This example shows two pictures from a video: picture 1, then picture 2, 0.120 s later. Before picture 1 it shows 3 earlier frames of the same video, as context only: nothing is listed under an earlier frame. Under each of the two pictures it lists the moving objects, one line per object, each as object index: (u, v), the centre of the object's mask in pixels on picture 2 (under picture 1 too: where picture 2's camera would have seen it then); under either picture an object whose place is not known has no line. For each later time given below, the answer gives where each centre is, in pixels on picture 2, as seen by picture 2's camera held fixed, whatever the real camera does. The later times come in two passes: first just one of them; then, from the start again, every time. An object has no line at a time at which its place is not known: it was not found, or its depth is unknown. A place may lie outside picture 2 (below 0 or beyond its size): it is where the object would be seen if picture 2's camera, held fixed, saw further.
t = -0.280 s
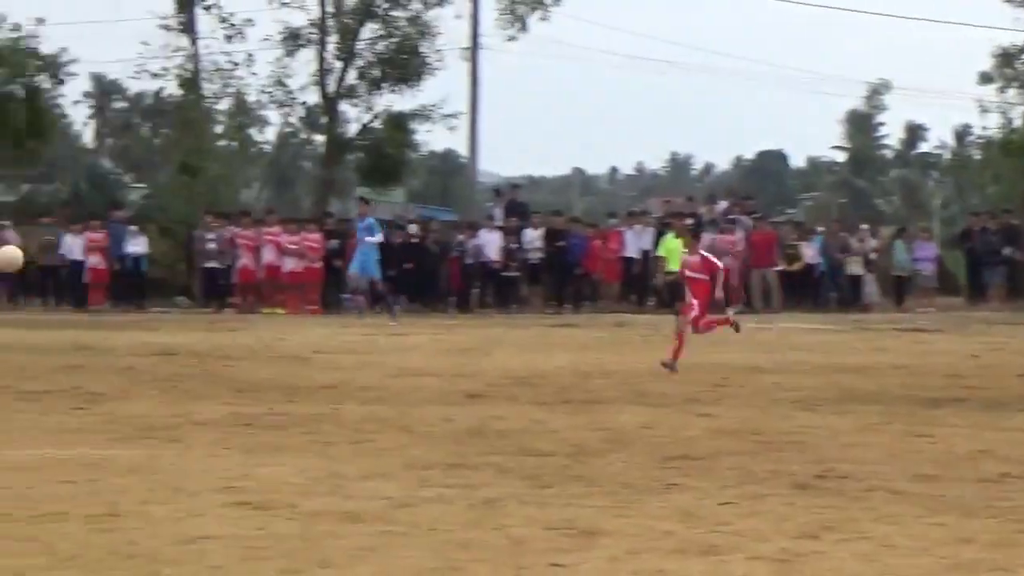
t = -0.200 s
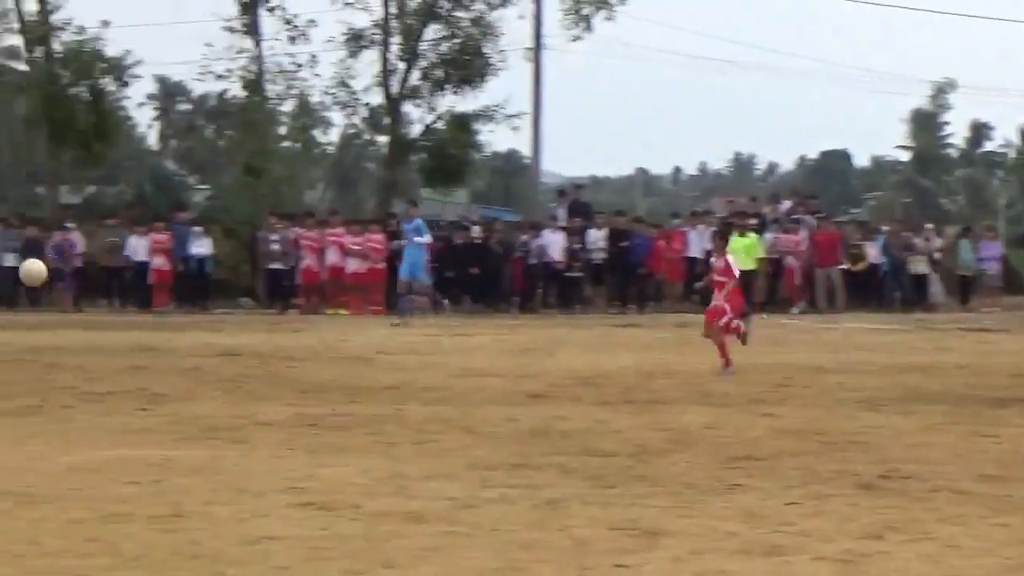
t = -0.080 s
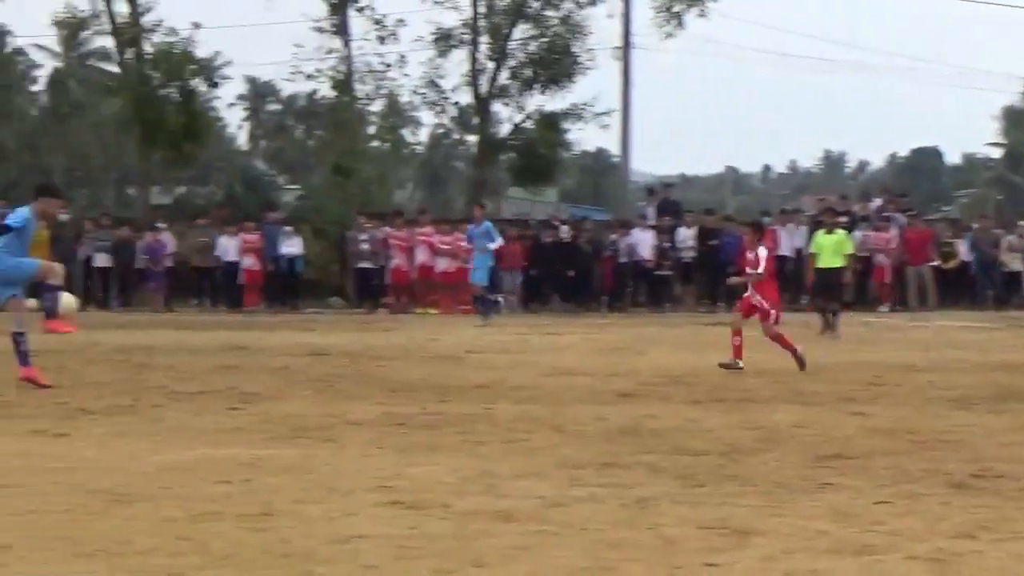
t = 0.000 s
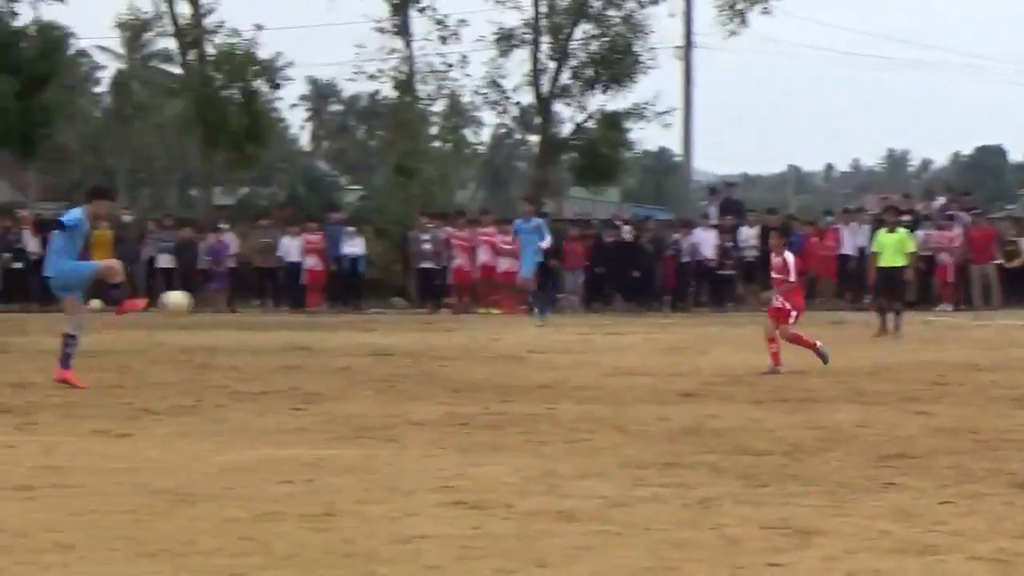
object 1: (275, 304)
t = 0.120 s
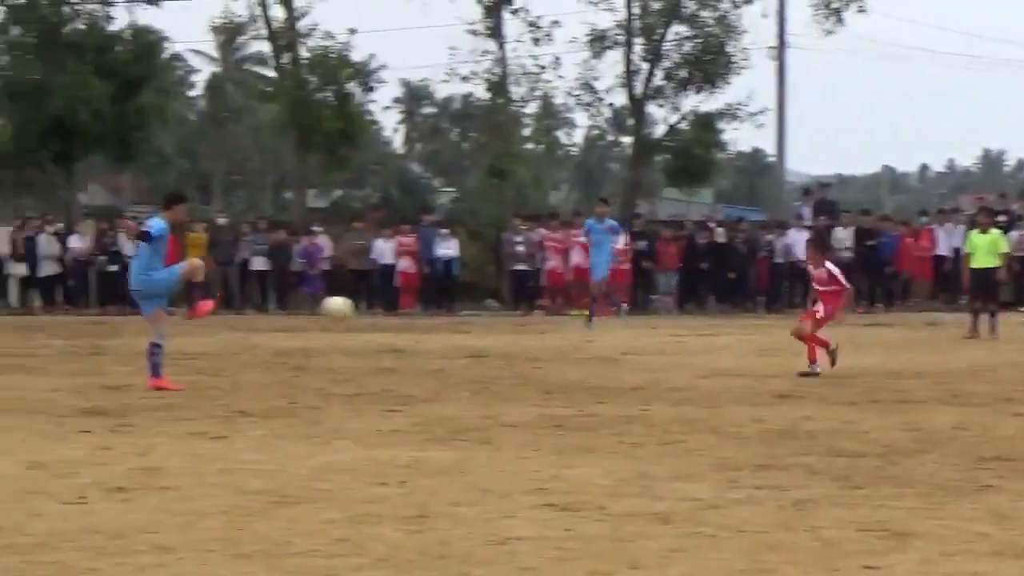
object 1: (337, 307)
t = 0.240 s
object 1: (399, 326)
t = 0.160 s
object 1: (359, 311)
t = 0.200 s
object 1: (379, 316)
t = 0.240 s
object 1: (399, 326)
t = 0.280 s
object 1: (420, 336)
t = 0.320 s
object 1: (439, 348)
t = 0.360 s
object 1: (459, 359)
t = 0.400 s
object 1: (473, 348)
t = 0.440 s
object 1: (488, 339)
